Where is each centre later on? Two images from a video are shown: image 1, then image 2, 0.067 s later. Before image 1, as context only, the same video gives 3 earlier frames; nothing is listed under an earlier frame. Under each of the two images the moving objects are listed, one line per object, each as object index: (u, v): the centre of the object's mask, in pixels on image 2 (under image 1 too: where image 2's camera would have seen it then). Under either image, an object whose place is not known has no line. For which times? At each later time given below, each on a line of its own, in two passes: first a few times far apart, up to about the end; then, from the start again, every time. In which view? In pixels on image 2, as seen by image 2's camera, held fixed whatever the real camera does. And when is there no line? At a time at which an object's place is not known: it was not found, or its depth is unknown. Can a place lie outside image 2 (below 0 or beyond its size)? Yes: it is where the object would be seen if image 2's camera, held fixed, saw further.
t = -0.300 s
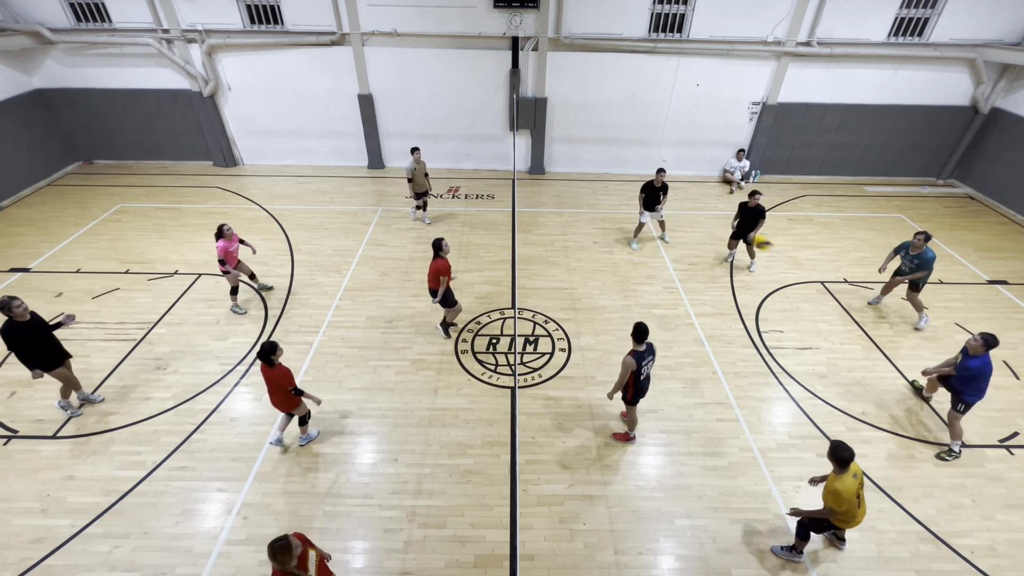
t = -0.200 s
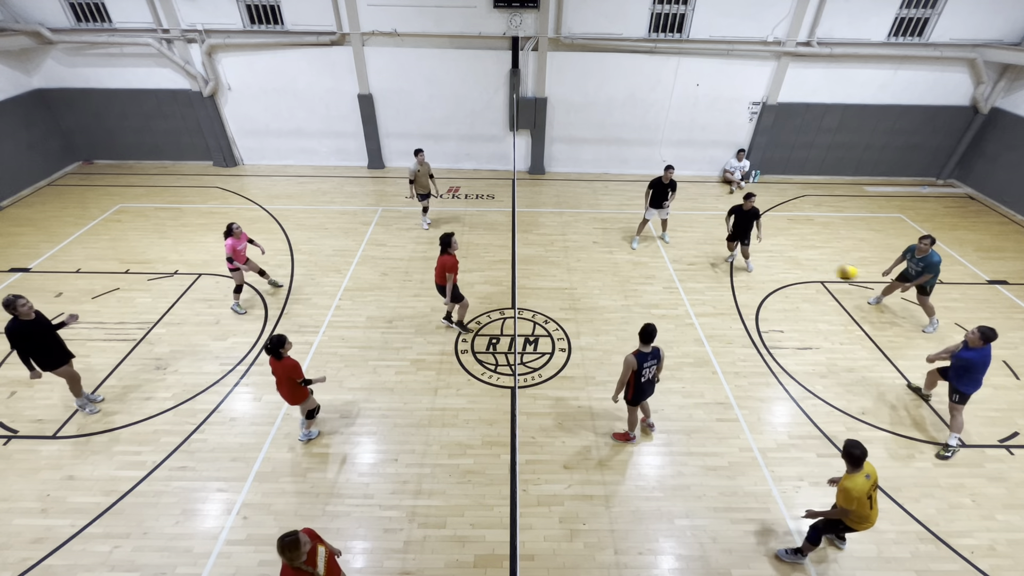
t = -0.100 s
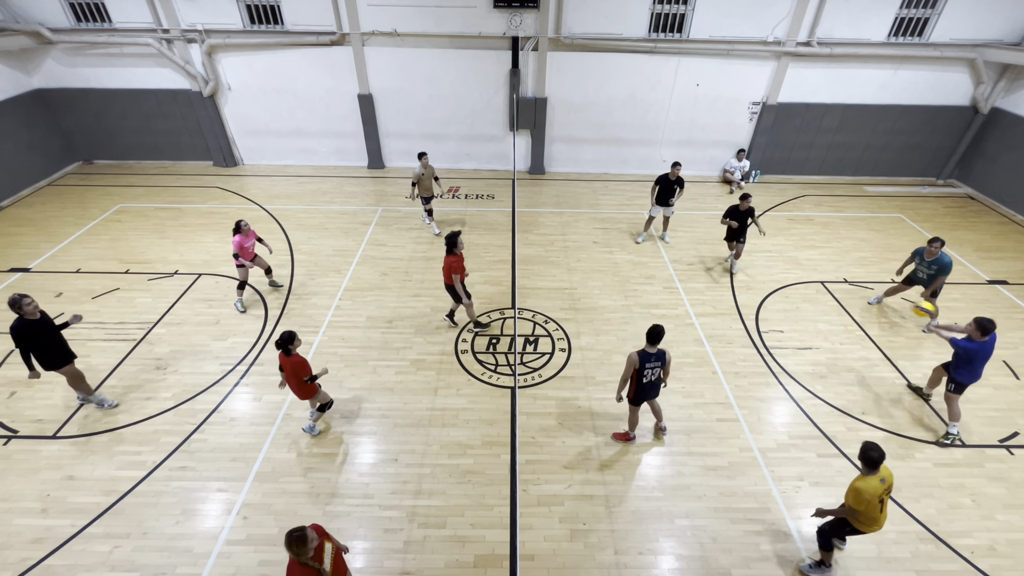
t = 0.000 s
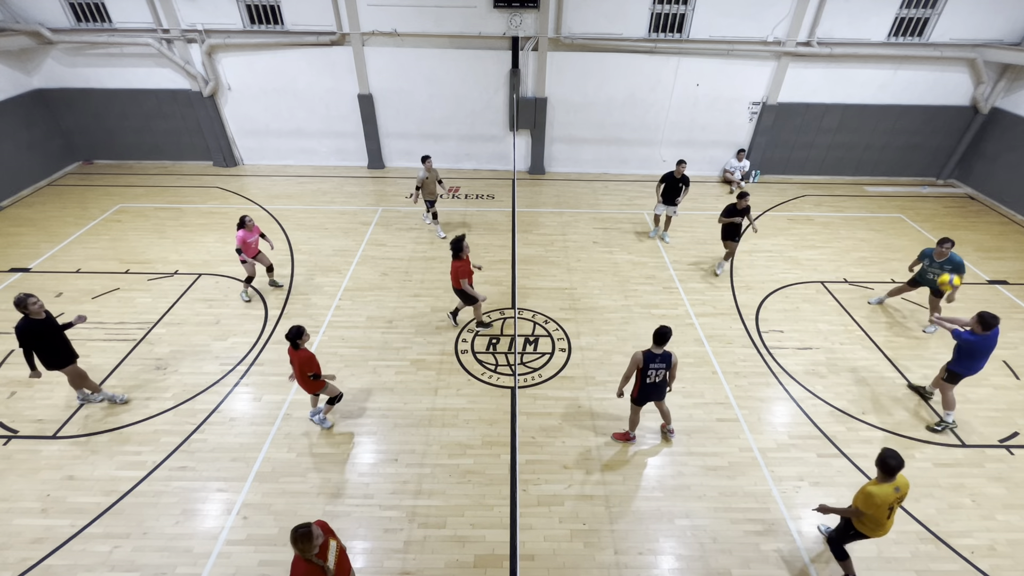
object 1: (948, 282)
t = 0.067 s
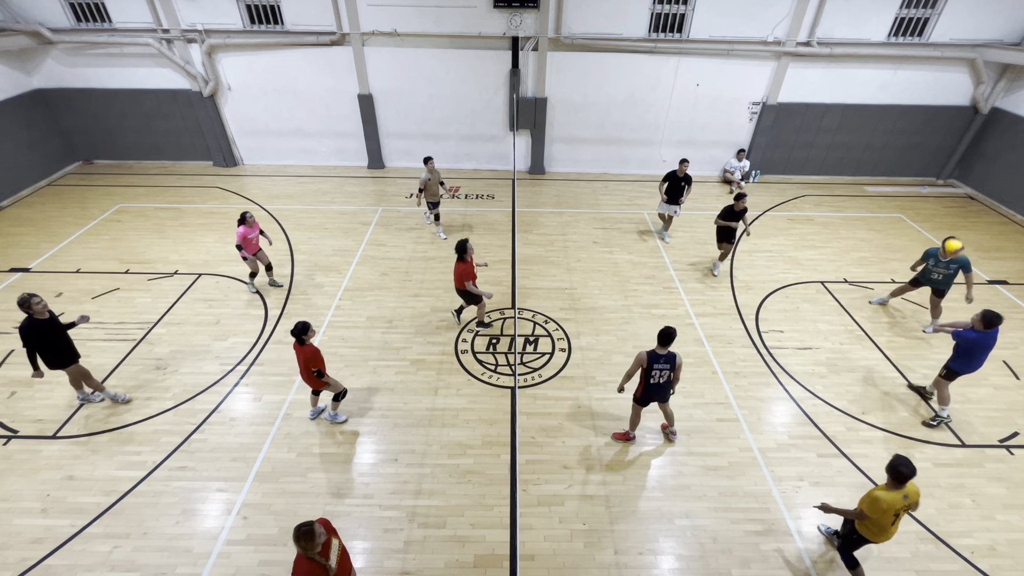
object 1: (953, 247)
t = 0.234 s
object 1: (955, 169)
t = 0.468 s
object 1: (936, 86)
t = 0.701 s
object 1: (893, 52)
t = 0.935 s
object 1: (832, 70)
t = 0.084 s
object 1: (954, 240)
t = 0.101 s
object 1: (955, 231)
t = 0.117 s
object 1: (955, 223)
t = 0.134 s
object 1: (956, 215)
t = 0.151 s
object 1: (956, 206)
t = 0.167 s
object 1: (956, 197)
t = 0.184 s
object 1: (955, 190)
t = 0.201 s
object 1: (956, 183)
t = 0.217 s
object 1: (955, 176)
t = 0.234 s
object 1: (955, 169)
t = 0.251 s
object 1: (955, 161)
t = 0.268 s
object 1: (955, 155)
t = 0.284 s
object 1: (954, 148)
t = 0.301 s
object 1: (953, 141)
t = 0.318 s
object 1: (952, 134)
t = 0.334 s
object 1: (951, 128)
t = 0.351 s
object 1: (950, 122)
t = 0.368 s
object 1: (948, 116)
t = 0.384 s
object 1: (946, 110)
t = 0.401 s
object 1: (945, 105)
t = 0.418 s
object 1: (943, 100)
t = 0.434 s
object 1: (941, 95)
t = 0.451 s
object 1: (939, 90)
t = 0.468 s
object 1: (936, 86)
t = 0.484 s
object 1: (934, 81)
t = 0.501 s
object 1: (932, 77)
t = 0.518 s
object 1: (930, 74)
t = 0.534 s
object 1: (927, 71)
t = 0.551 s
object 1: (924, 67)
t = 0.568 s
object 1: (921, 65)
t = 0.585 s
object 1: (918, 62)
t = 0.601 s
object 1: (915, 59)
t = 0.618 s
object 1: (912, 57)
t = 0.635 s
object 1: (908, 56)
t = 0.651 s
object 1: (904, 54)
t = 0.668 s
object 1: (901, 53)
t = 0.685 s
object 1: (897, 52)
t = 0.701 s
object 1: (893, 52)
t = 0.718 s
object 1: (889, 51)
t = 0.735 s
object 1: (885, 51)
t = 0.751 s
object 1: (881, 52)
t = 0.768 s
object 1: (877, 52)
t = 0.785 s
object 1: (873, 52)
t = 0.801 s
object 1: (869, 54)
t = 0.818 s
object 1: (864, 55)
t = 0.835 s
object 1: (859, 56)
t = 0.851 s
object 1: (856, 58)
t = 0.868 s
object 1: (851, 60)
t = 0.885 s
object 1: (846, 63)
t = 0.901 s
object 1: (841, 65)
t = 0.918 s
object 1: (836, 67)
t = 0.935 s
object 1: (832, 70)
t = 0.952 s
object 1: (827, 73)
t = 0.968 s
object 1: (822, 77)
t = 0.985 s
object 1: (817, 80)
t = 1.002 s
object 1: (812, 84)
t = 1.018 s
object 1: (808, 87)
